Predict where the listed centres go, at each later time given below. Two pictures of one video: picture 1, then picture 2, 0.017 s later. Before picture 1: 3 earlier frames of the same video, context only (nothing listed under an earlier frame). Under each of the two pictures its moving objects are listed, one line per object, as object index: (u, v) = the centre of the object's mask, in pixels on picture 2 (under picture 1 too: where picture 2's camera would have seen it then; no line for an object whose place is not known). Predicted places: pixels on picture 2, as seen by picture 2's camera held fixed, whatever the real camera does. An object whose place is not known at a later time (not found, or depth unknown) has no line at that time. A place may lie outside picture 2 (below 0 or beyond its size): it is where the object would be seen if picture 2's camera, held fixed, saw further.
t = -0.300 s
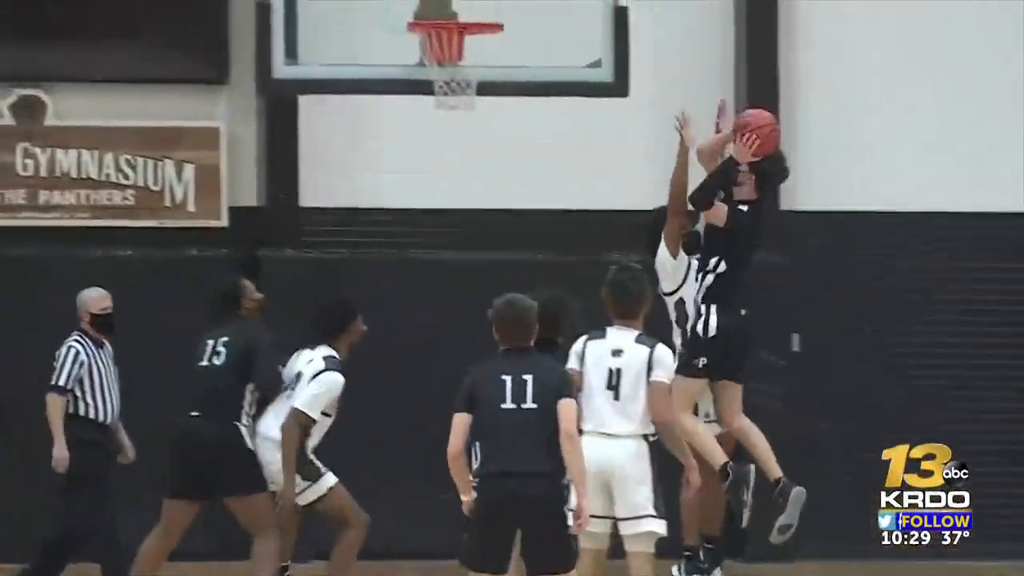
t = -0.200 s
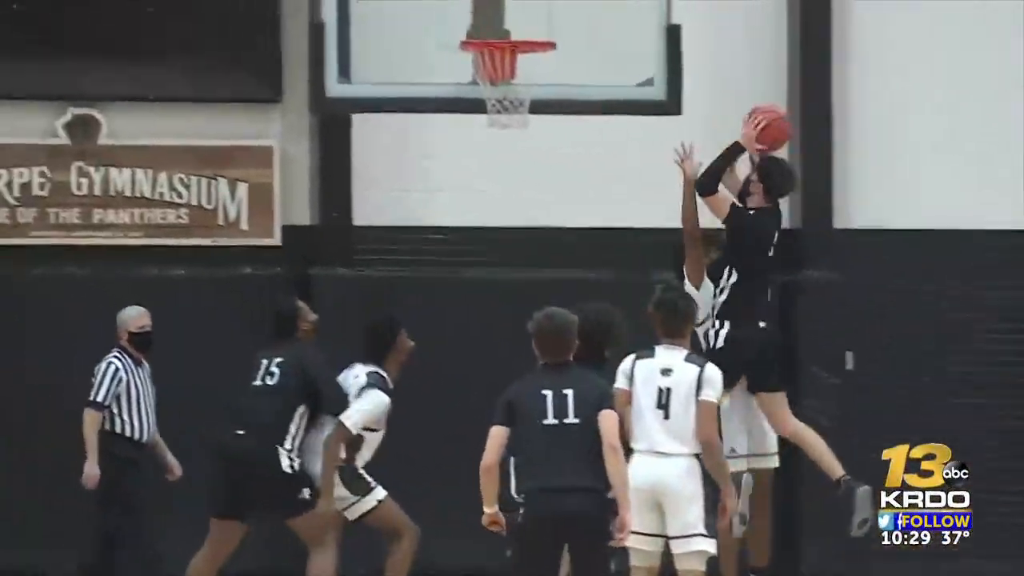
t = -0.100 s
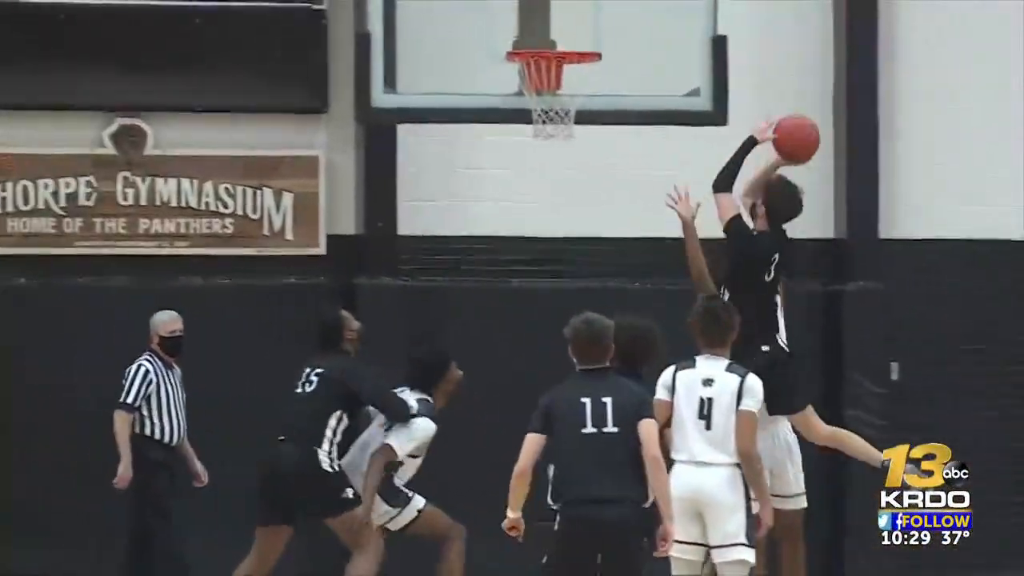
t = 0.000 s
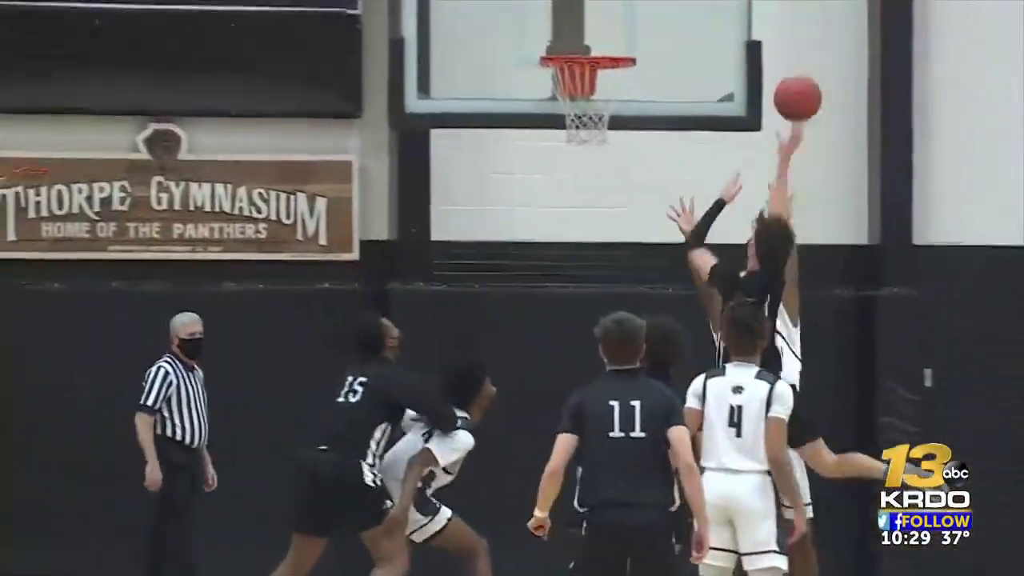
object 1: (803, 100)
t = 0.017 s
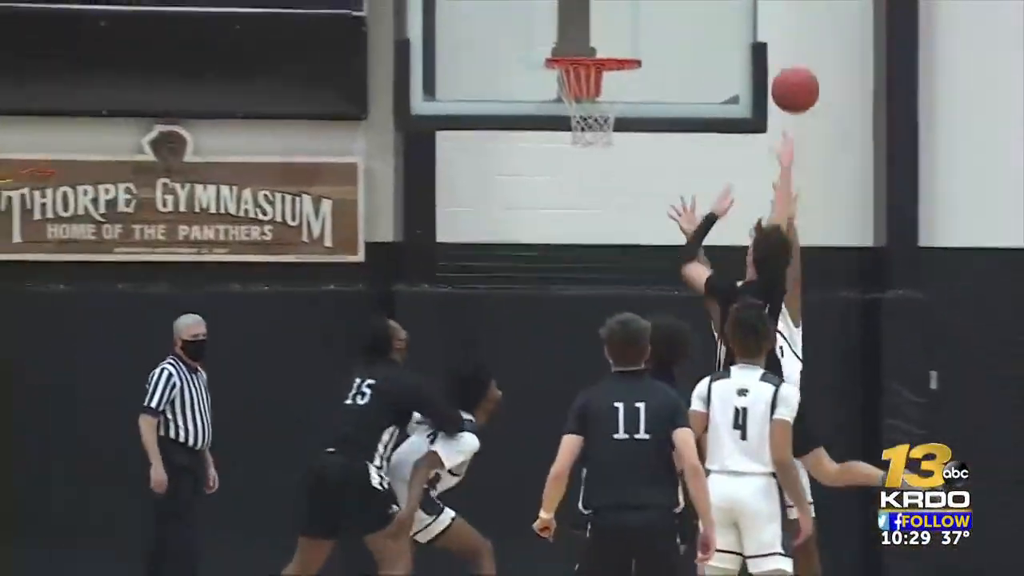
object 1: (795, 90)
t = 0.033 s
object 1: (787, 80)
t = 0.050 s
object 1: (779, 71)
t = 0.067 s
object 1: (772, 62)
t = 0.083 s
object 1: (763, 54)
